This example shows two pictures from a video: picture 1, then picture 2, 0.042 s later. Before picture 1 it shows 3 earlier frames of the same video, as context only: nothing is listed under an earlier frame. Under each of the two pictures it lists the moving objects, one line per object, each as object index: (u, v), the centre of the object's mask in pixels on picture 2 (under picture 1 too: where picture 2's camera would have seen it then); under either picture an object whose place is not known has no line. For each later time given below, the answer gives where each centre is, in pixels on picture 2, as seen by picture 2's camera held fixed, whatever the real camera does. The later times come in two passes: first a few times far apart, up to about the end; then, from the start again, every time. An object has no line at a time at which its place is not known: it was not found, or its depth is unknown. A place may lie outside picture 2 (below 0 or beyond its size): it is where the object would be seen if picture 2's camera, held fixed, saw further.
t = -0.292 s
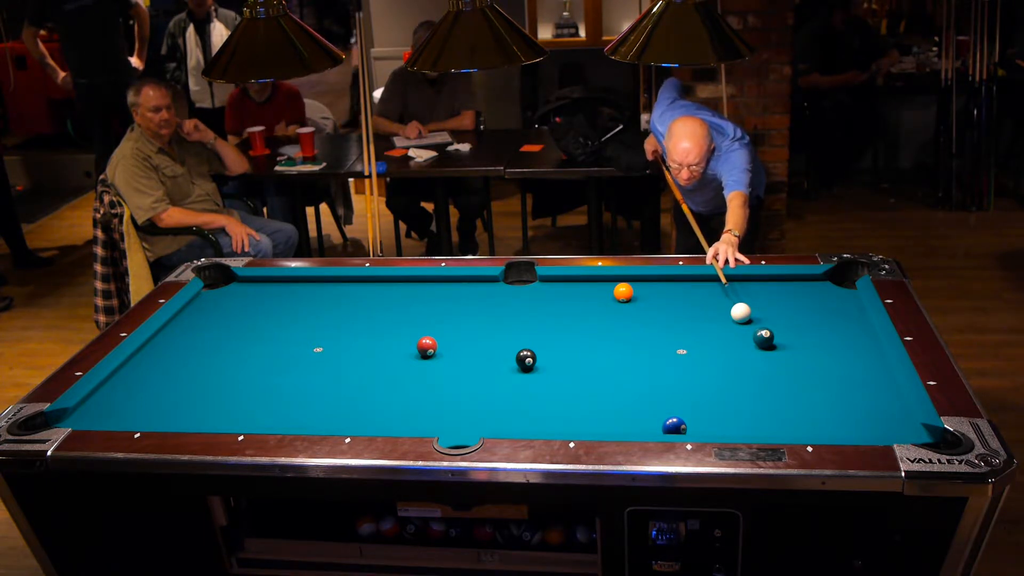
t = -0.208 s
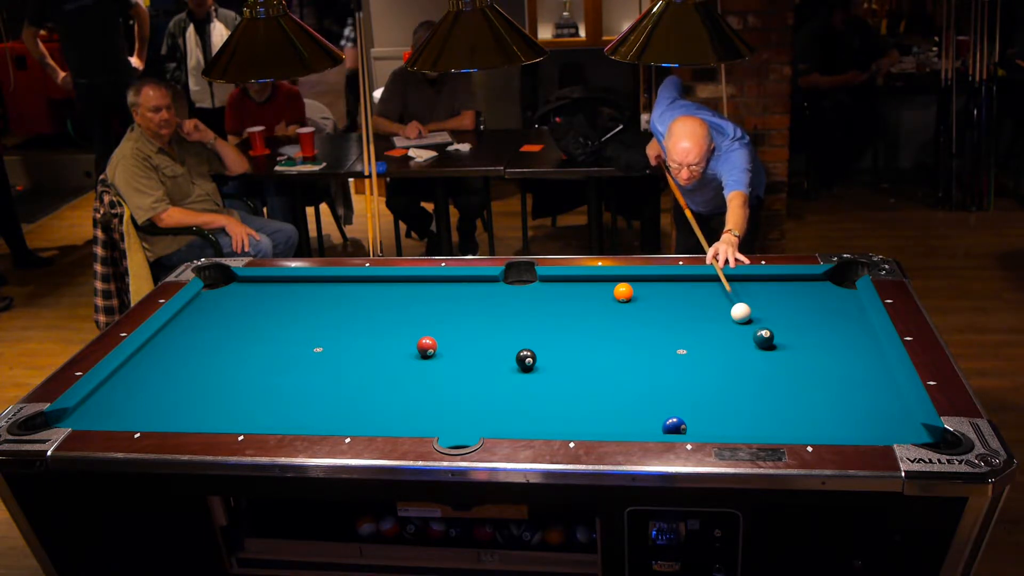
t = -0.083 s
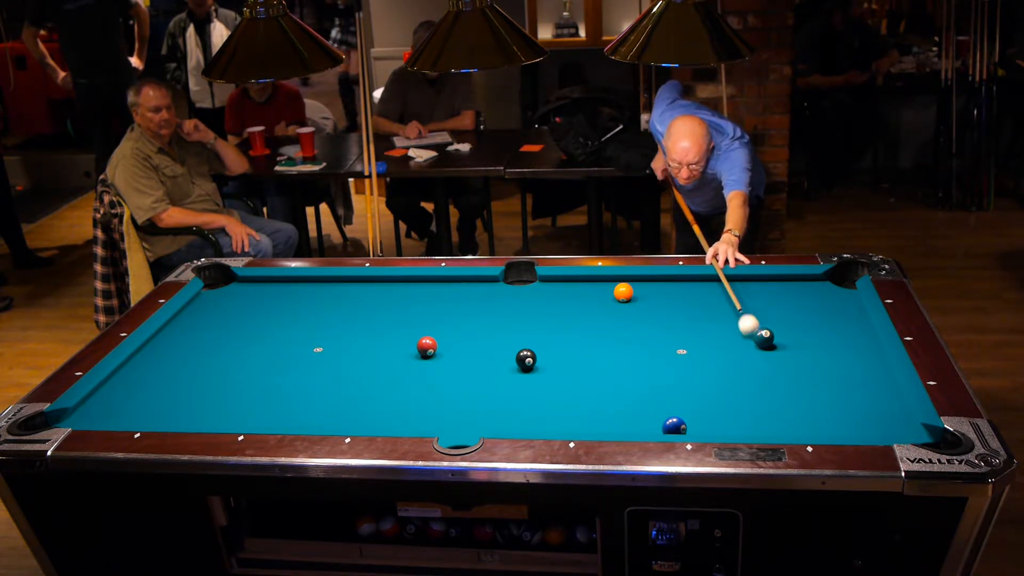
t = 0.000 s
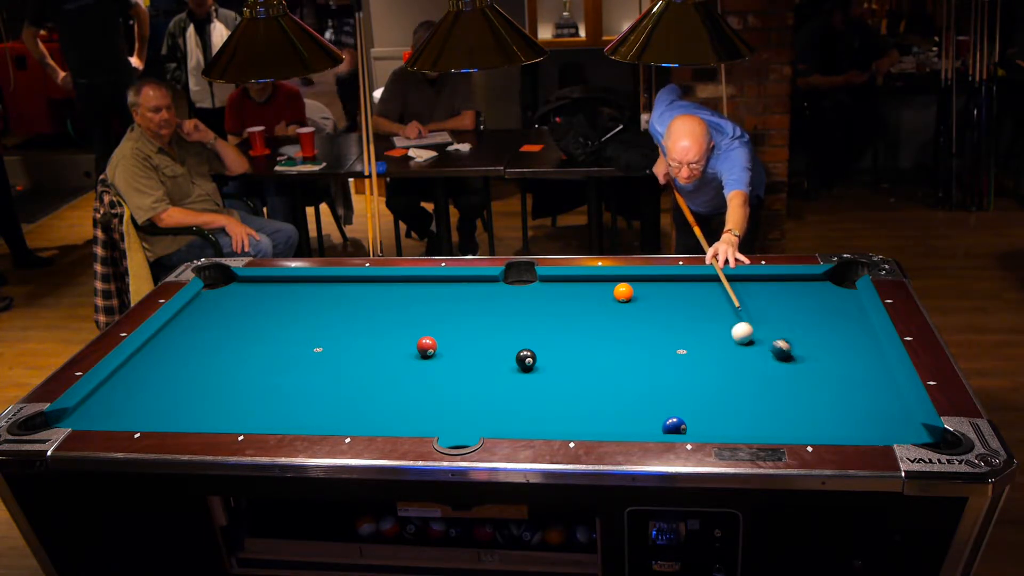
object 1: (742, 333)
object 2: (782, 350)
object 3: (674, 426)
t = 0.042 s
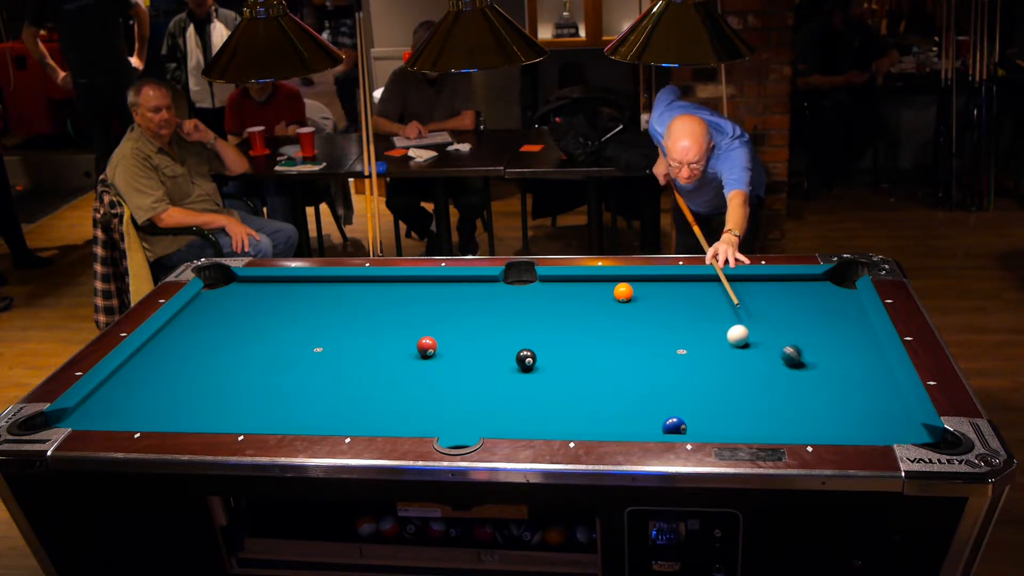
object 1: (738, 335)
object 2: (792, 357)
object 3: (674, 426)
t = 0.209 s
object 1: (724, 349)
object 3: (674, 426)
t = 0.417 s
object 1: (706, 367)
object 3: (674, 426)
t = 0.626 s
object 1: (689, 385)
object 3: (674, 426)
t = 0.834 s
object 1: (671, 404)
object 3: (674, 426)
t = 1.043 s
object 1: (650, 422)
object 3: (676, 427)
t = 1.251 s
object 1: (625, 425)
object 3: (681, 428)
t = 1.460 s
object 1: (604, 419)
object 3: (683, 427)
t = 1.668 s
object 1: (586, 411)
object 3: (684, 427)
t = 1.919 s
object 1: (566, 402)
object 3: (685, 427)
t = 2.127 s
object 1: (551, 396)
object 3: (685, 427)
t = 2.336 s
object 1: (538, 390)
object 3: (685, 427)
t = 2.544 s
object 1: (525, 385)
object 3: (685, 427)
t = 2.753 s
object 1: (514, 381)
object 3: (685, 427)
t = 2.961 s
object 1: (505, 377)
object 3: (685, 427)
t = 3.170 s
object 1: (497, 374)
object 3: (685, 427)
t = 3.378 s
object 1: (489, 371)
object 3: (685, 427)
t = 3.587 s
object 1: (484, 368)
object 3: (685, 427)
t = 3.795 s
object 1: (479, 367)
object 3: (685, 427)
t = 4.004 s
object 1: (475, 365)
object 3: (685, 427)
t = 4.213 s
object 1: (472, 364)
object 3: (685, 427)
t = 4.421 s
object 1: (470, 364)
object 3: (685, 427)
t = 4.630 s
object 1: (470, 363)
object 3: (685, 427)
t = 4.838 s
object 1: (470, 364)
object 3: (685, 427)
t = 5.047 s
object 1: (470, 364)
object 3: (685, 427)
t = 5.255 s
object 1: (470, 364)
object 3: (685, 427)
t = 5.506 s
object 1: (470, 364)
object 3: (685, 427)
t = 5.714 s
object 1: (470, 364)
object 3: (685, 427)
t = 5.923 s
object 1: (470, 364)
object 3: (685, 427)
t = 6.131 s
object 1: (470, 364)
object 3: (685, 427)
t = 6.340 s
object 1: (470, 364)
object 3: (685, 427)
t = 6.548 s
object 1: (470, 364)
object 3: (685, 427)
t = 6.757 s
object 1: (470, 364)
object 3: (685, 427)
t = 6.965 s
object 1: (470, 364)
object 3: (685, 427)
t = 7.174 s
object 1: (470, 364)
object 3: (685, 427)
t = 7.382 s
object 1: (470, 364)
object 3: (685, 427)
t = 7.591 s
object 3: (685, 427)
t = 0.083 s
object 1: (734, 338)
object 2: (801, 362)
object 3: (674, 426)
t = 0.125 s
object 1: (731, 342)
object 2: (810, 367)
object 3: (674, 426)
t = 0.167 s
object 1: (727, 345)
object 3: (674, 426)
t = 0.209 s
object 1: (724, 349)
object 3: (674, 426)
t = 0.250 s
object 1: (720, 353)
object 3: (674, 426)
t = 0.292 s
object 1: (717, 356)
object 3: (674, 426)
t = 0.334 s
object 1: (713, 360)
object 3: (674, 426)
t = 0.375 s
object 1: (710, 363)
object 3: (674, 426)
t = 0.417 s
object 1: (706, 367)
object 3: (674, 426)
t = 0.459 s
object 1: (703, 370)
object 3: (674, 426)
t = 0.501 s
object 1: (699, 374)
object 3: (674, 426)
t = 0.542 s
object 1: (696, 378)
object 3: (674, 426)
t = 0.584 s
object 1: (692, 381)
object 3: (674, 426)
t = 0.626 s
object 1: (689, 385)
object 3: (674, 426)
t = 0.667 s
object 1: (685, 389)
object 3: (674, 426)
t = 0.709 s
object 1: (681, 393)
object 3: (674, 426)
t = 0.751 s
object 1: (678, 397)
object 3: (674, 426)
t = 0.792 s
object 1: (674, 400)
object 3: (674, 426)
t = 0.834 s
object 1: (671, 404)
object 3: (674, 426)
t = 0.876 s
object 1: (666, 407)
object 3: (674, 426)
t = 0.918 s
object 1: (662, 410)
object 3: (674, 426)
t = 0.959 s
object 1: (658, 415)
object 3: (674, 426)
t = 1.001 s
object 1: (654, 419)
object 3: (674, 426)
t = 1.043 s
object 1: (650, 422)
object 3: (676, 427)
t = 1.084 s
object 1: (644, 424)
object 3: (677, 427)
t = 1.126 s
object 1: (639, 426)
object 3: (678, 427)
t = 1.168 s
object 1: (633, 427)
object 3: (679, 428)
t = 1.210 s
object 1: (629, 426)
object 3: (681, 428)
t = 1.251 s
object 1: (625, 425)
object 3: (681, 428)
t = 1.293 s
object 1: (621, 424)
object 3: (682, 427)
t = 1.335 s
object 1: (617, 422)
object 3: (682, 427)
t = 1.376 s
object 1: (612, 422)
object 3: (682, 427)
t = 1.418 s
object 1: (608, 420)
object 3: (683, 427)
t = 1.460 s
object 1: (604, 419)
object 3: (683, 427)
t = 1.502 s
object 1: (600, 418)
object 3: (683, 427)
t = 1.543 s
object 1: (597, 416)
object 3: (683, 427)
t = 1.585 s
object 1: (593, 415)
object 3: (684, 427)
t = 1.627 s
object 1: (589, 413)
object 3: (684, 427)
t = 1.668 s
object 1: (586, 411)
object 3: (684, 427)
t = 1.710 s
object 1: (582, 409)
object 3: (684, 427)
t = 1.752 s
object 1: (579, 408)
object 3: (684, 427)
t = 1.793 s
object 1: (575, 406)
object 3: (684, 427)
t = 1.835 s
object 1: (572, 405)
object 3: (685, 427)
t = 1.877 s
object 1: (569, 403)
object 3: (685, 427)
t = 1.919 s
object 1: (566, 402)
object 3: (685, 427)
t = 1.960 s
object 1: (563, 401)
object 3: (685, 427)
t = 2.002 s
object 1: (560, 399)
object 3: (685, 427)
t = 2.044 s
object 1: (557, 398)
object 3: (685, 427)
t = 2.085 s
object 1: (554, 397)
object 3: (685, 427)
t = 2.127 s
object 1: (551, 396)
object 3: (685, 427)
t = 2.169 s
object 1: (548, 394)
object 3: (685, 427)
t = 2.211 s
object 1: (545, 393)
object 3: (685, 427)
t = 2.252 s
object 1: (543, 392)
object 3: (685, 427)
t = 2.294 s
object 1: (540, 391)
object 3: (685, 427)
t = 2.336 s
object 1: (538, 390)
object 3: (685, 427)
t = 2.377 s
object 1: (535, 389)
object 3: (685, 427)
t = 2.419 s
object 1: (533, 388)
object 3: (685, 427)
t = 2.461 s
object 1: (530, 387)
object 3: (685, 427)
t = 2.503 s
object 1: (528, 386)
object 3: (685, 427)
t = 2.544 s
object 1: (525, 385)
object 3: (685, 427)
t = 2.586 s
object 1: (523, 384)
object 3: (685, 427)
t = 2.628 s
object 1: (521, 383)
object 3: (685, 427)
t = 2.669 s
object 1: (519, 382)
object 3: (685, 427)
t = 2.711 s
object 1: (516, 381)
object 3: (685, 427)
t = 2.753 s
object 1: (514, 381)
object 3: (685, 427)
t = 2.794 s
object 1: (512, 380)
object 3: (685, 427)
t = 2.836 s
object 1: (510, 379)
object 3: (685, 427)
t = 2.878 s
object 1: (508, 378)
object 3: (685, 427)
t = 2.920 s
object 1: (506, 378)
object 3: (685, 427)
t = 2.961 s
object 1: (505, 377)
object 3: (685, 427)
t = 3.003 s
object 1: (503, 376)
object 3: (685, 427)
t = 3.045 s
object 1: (501, 376)
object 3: (685, 427)
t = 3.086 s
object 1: (500, 375)
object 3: (685, 427)
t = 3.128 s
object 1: (498, 374)
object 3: (685, 427)
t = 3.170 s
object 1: (497, 374)
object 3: (685, 427)
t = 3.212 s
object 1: (495, 373)
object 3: (685, 427)
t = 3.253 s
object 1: (494, 372)
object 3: (685, 427)
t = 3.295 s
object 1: (492, 372)
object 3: (685, 427)
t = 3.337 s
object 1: (491, 371)
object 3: (685, 427)
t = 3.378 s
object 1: (489, 371)
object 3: (685, 427)
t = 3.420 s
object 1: (488, 370)
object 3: (685, 427)
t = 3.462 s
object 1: (487, 370)
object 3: (685, 427)
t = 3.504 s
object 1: (486, 369)
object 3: (685, 427)
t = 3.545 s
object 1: (485, 369)
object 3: (685, 427)
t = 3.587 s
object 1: (484, 368)
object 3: (685, 427)
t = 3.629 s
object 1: (483, 368)
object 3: (685, 427)
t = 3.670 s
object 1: (482, 368)
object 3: (685, 427)
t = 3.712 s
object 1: (480, 367)
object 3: (685, 427)
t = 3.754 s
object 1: (480, 367)
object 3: (685, 427)
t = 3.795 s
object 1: (479, 367)
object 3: (685, 427)
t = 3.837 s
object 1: (478, 366)
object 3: (685, 427)
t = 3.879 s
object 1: (477, 366)
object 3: (685, 427)
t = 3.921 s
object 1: (476, 366)
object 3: (685, 427)
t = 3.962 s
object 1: (476, 365)
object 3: (685, 427)
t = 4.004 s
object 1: (475, 365)
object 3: (685, 427)
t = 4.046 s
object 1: (474, 365)
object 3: (685, 427)
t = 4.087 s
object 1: (473, 365)
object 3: (685, 427)
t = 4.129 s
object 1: (473, 365)
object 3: (685, 427)
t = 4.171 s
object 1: (472, 365)
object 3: (685, 427)
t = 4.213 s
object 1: (472, 364)
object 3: (685, 427)
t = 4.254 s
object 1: (471, 364)
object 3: (685, 427)
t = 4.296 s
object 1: (471, 364)
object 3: (685, 427)
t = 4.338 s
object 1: (470, 364)
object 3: (685, 427)
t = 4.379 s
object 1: (470, 364)
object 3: (685, 427)
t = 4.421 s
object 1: (470, 364)
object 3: (685, 427)
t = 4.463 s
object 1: (470, 364)
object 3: (685, 427)
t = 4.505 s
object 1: (470, 364)
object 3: (685, 427)
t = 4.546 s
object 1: (470, 363)
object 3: (685, 427)
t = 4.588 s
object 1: (470, 363)
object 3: (685, 427)
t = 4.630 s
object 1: (470, 363)
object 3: (685, 427)
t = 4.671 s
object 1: (470, 364)
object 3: (685, 427)
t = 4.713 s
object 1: (470, 364)
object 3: (685, 427)
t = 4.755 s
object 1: (470, 364)
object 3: (685, 427)
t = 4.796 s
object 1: (470, 364)
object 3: (685, 427)
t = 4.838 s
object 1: (470, 364)
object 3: (685, 427)
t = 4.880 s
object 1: (470, 364)
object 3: (685, 427)
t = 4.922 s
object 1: (470, 364)
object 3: (685, 427)
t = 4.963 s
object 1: (470, 364)
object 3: (685, 427)
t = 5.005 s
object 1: (470, 364)
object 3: (685, 427)
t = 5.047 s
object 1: (470, 364)
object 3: (685, 427)
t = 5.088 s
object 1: (470, 364)
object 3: (685, 427)
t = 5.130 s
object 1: (470, 364)
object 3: (685, 427)
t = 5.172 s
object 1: (470, 364)
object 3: (685, 427)
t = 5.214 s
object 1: (470, 364)
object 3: (685, 427)
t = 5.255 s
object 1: (470, 364)
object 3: (685, 427)
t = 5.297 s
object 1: (470, 364)
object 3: (685, 427)
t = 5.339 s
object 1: (470, 364)
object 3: (685, 427)
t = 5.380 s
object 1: (470, 364)
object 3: (685, 427)
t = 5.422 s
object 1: (470, 364)
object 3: (685, 427)
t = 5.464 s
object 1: (470, 364)
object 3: (685, 427)
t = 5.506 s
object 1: (470, 364)
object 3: (685, 427)
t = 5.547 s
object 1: (470, 364)
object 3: (685, 427)
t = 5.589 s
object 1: (470, 364)
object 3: (685, 427)
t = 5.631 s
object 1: (470, 364)
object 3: (685, 427)
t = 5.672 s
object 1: (470, 364)
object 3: (685, 427)
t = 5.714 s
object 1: (470, 364)
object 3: (685, 427)
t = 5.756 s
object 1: (470, 364)
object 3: (685, 427)
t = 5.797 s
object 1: (470, 364)
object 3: (685, 427)
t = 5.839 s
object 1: (470, 364)
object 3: (685, 427)
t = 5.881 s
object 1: (470, 364)
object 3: (685, 427)
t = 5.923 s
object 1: (470, 364)
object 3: (685, 427)
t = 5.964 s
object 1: (470, 364)
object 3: (685, 427)
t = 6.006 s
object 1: (470, 364)
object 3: (685, 427)
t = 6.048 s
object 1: (470, 364)
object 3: (685, 427)
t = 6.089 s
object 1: (470, 364)
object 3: (685, 427)
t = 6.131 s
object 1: (470, 364)
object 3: (685, 427)
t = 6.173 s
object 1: (470, 364)
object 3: (685, 427)
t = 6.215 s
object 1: (470, 364)
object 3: (685, 427)
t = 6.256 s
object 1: (470, 364)
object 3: (685, 427)
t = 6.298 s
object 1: (470, 364)
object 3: (685, 427)
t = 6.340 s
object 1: (470, 364)
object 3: (685, 427)
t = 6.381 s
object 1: (470, 364)
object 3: (685, 427)
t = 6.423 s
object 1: (470, 364)
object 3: (685, 427)
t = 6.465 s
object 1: (470, 364)
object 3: (686, 427)
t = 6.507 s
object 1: (470, 364)
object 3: (685, 427)
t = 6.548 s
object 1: (470, 364)
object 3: (685, 427)
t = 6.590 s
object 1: (470, 364)
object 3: (685, 427)
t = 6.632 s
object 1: (470, 364)
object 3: (685, 427)
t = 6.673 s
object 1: (470, 364)
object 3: (685, 427)
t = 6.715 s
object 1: (470, 364)
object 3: (685, 427)
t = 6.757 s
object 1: (470, 364)
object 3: (685, 427)
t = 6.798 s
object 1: (470, 364)
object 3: (685, 427)
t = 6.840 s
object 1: (470, 364)
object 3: (685, 427)
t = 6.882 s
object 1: (470, 364)
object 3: (685, 427)
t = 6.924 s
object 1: (470, 364)
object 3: (685, 427)
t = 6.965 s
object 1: (470, 364)
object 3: (685, 427)
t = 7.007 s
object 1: (470, 364)
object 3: (685, 427)
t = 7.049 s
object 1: (470, 364)
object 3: (685, 427)
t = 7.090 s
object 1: (470, 364)
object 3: (685, 427)
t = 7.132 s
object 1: (470, 364)
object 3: (685, 427)
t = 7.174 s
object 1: (470, 364)
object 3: (685, 427)
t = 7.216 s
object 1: (470, 364)
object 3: (685, 427)
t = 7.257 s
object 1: (470, 364)
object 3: (685, 427)
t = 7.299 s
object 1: (470, 364)
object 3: (685, 427)
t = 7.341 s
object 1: (470, 364)
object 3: (685, 427)
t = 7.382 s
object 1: (470, 364)
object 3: (685, 427)
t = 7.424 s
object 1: (470, 364)
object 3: (685, 427)
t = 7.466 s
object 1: (470, 364)
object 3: (685, 427)
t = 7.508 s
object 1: (470, 364)
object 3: (685, 427)
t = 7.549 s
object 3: (685, 427)
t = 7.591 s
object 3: (685, 427)
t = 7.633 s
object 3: (685, 427)
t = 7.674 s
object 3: (685, 427)
